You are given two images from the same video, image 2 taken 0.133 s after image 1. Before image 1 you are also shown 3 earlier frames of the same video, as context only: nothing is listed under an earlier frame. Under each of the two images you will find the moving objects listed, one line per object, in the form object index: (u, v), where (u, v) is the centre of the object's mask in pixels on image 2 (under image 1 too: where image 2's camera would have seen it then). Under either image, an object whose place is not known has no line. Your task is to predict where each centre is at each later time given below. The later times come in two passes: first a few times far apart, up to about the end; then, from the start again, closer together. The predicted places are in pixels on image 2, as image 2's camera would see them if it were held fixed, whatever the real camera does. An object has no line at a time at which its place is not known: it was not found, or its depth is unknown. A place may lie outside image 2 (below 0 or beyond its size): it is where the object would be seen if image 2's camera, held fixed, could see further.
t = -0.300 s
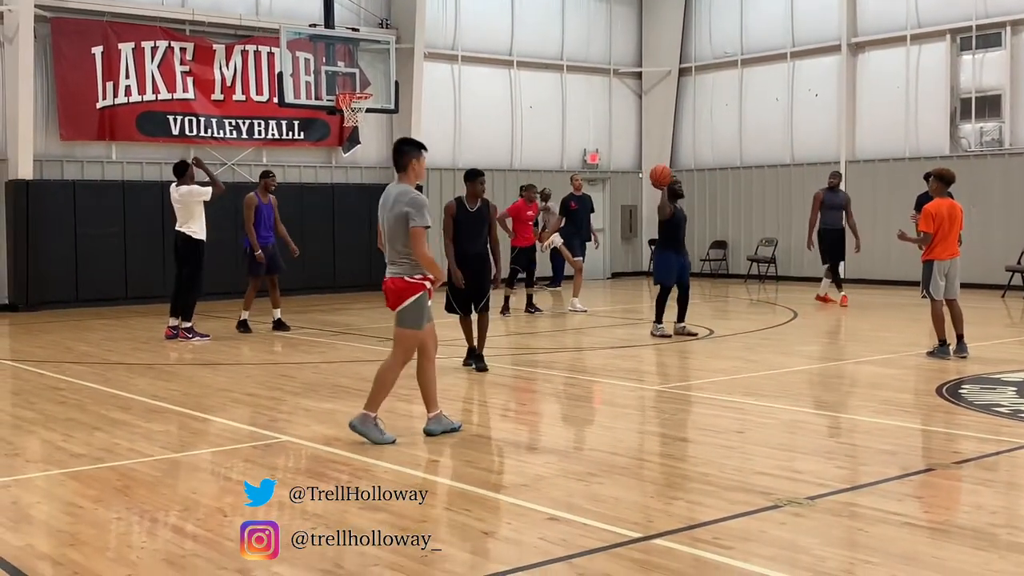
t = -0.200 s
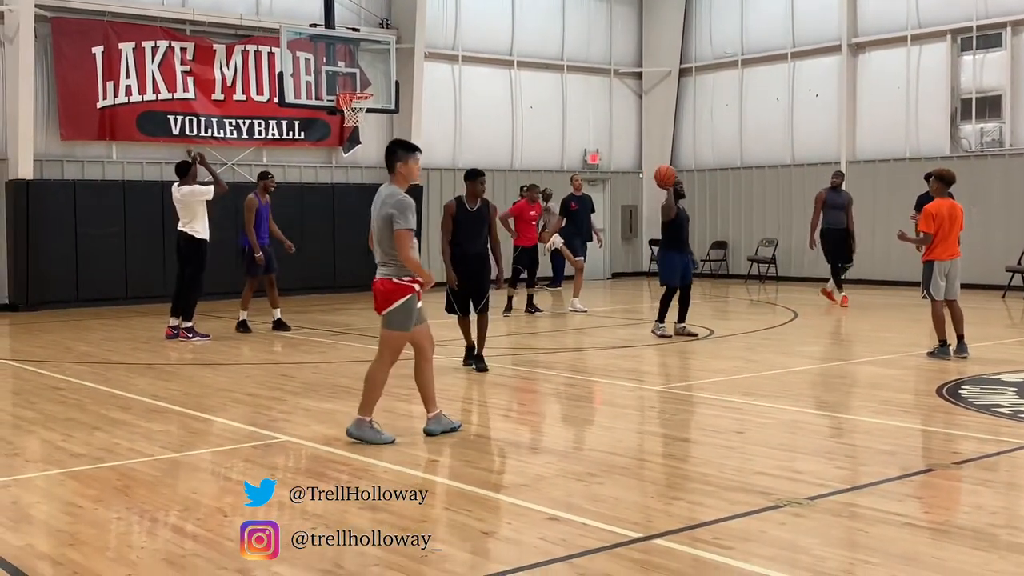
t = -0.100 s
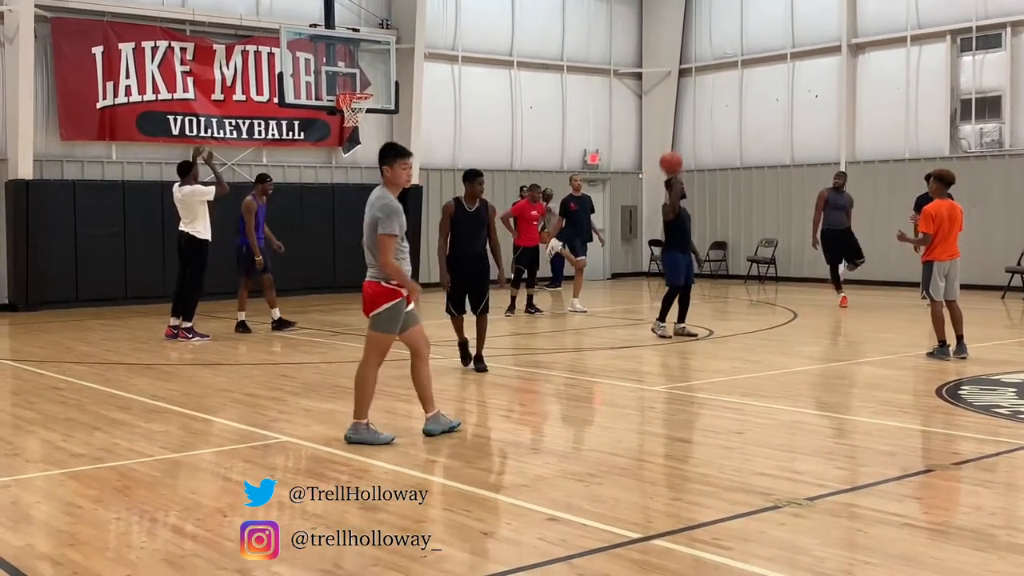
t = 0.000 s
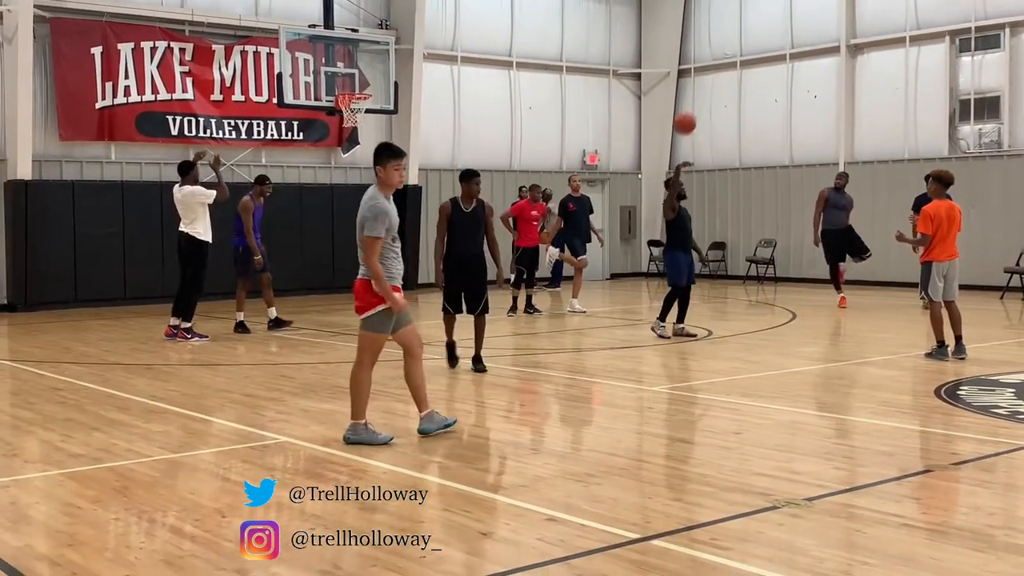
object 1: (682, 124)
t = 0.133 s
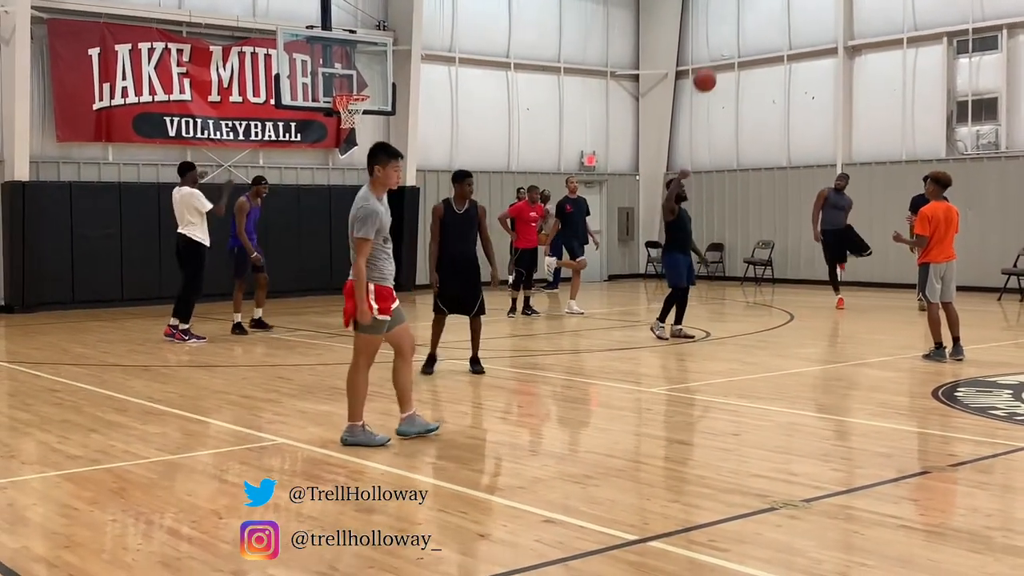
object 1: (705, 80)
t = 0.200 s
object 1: (717, 63)
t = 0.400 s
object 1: (754, 37)
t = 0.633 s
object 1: (797, 55)
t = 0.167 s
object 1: (710, 72)
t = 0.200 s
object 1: (717, 63)
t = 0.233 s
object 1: (723, 56)
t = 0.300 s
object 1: (735, 45)
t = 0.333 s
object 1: (741, 42)
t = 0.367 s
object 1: (748, 38)
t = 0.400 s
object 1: (754, 37)
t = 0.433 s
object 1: (761, 35)
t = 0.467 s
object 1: (766, 37)
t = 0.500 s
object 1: (773, 38)
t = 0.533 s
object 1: (780, 41)
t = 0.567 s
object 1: (785, 44)
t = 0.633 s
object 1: (797, 55)
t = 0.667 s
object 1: (805, 61)
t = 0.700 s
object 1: (811, 70)
